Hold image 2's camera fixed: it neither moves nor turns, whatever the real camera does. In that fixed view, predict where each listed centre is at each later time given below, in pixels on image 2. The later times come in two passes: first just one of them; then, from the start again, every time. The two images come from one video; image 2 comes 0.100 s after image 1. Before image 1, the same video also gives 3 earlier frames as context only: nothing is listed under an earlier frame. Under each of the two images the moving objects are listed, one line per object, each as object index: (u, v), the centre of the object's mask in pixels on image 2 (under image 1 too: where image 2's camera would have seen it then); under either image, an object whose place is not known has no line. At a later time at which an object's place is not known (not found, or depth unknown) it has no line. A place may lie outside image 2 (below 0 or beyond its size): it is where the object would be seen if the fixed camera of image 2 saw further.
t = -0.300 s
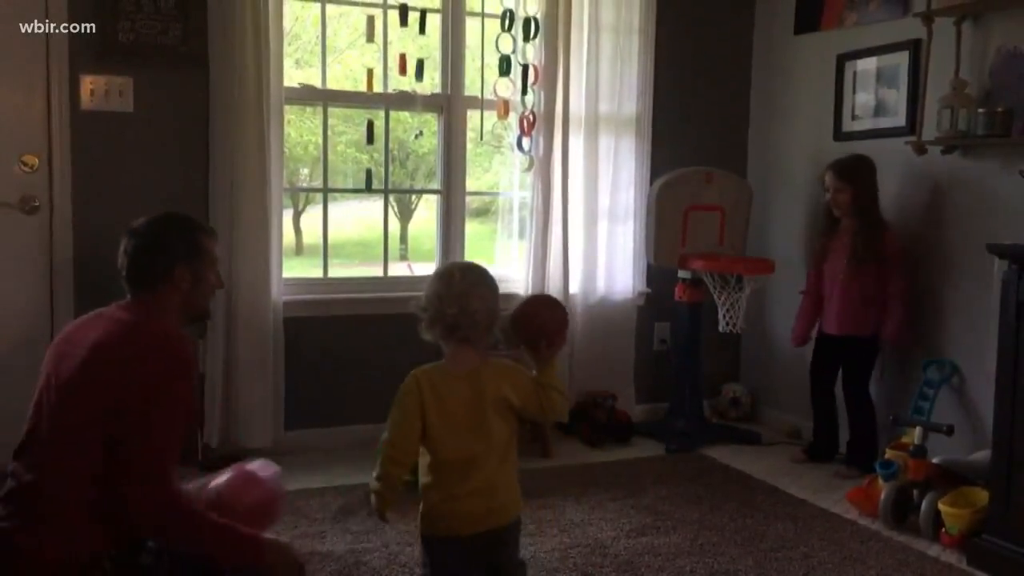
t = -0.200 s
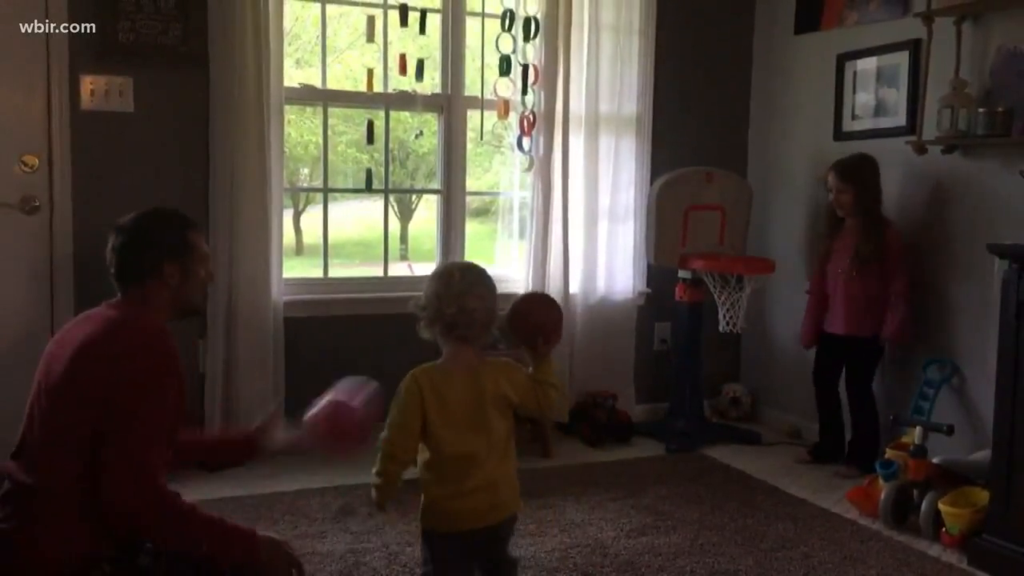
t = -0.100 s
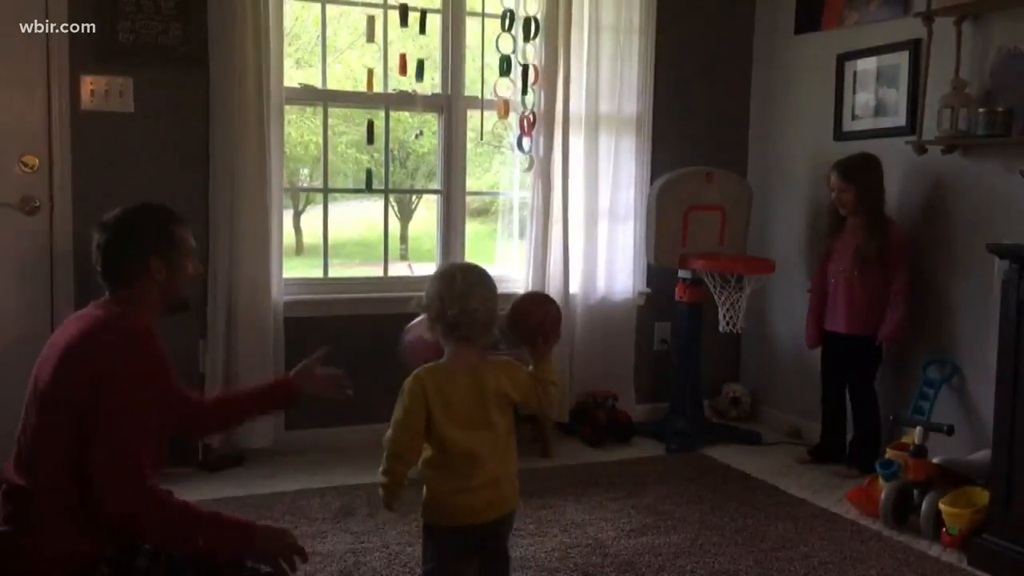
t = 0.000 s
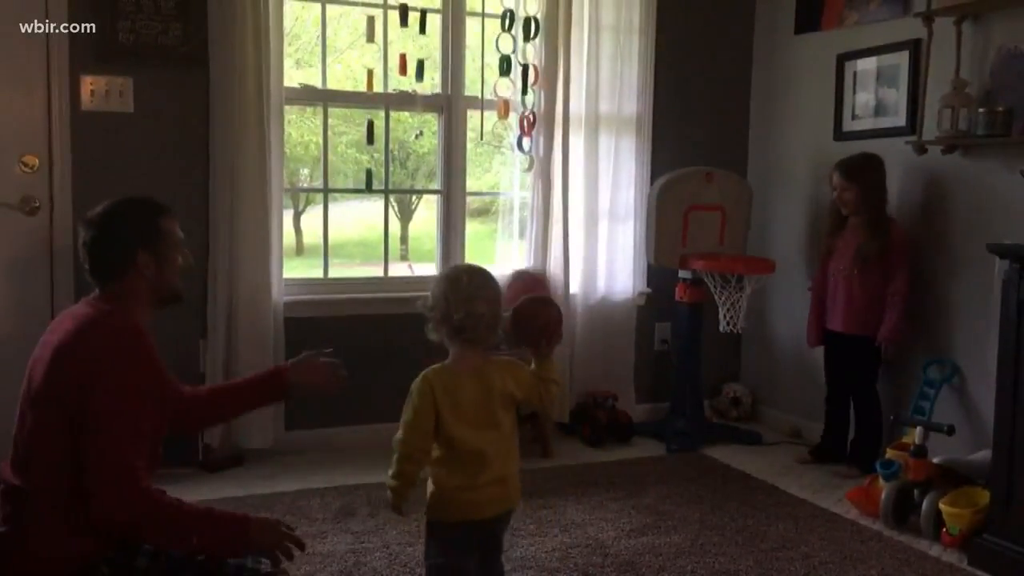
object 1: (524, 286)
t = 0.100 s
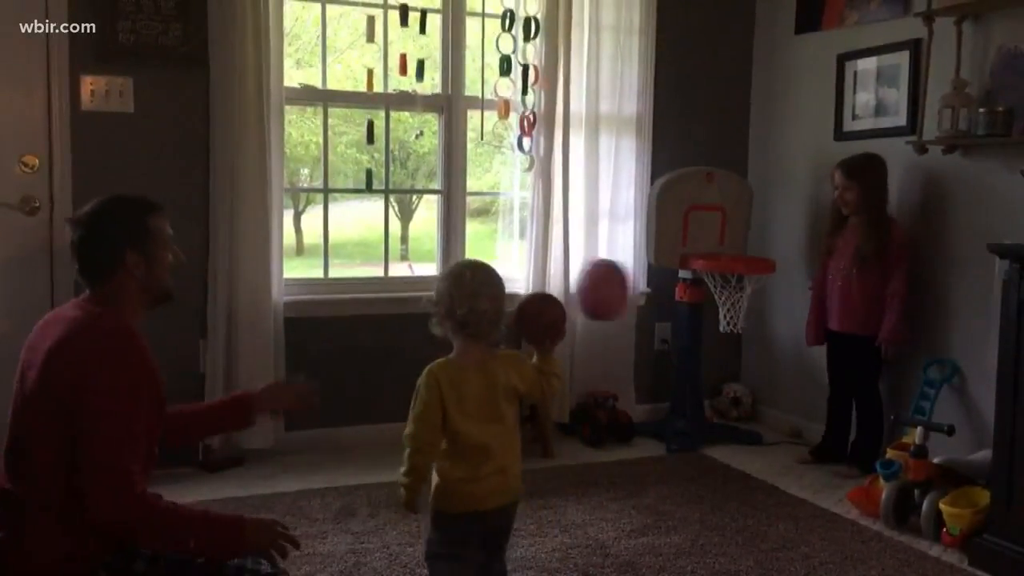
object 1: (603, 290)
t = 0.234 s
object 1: (686, 317)
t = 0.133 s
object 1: (625, 293)
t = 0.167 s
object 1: (648, 301)
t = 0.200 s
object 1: (670, 308)
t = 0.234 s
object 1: (686, 317)
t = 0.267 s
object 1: (706, 335)
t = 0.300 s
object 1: (723, 353)
